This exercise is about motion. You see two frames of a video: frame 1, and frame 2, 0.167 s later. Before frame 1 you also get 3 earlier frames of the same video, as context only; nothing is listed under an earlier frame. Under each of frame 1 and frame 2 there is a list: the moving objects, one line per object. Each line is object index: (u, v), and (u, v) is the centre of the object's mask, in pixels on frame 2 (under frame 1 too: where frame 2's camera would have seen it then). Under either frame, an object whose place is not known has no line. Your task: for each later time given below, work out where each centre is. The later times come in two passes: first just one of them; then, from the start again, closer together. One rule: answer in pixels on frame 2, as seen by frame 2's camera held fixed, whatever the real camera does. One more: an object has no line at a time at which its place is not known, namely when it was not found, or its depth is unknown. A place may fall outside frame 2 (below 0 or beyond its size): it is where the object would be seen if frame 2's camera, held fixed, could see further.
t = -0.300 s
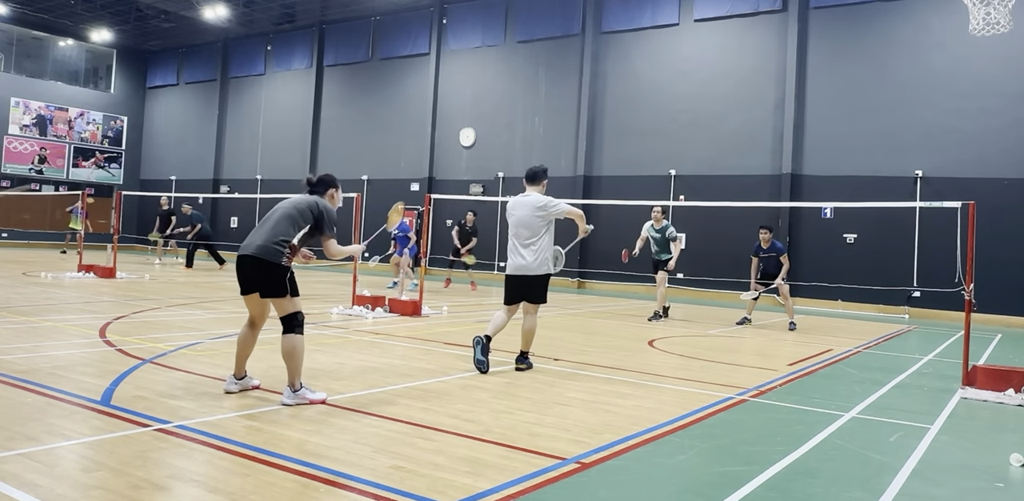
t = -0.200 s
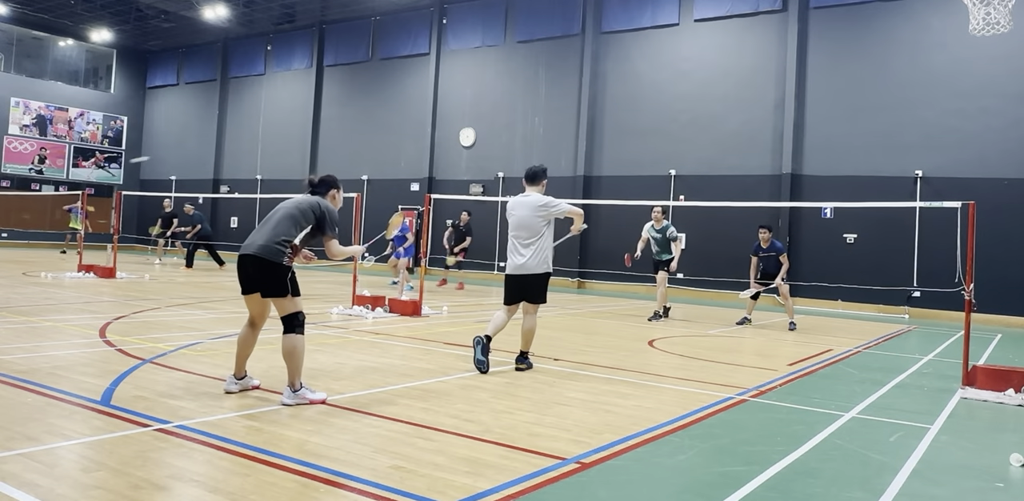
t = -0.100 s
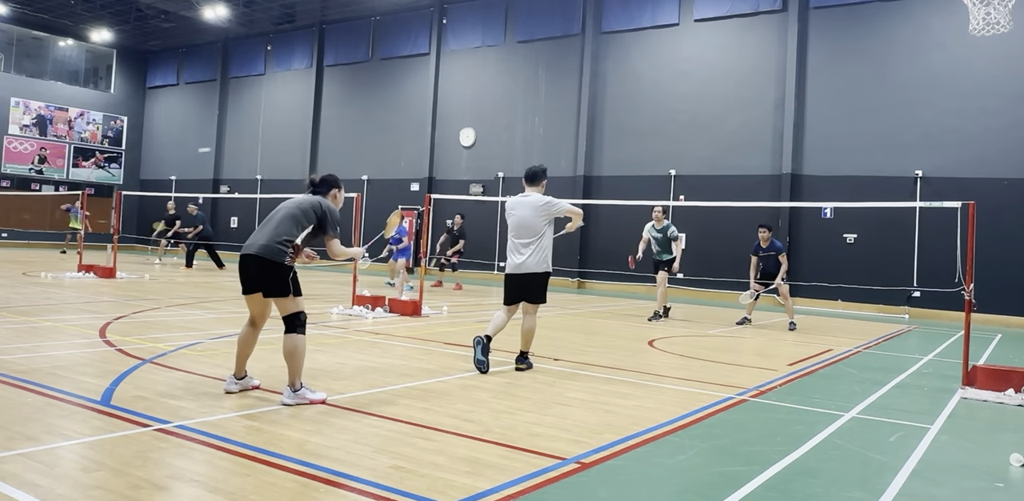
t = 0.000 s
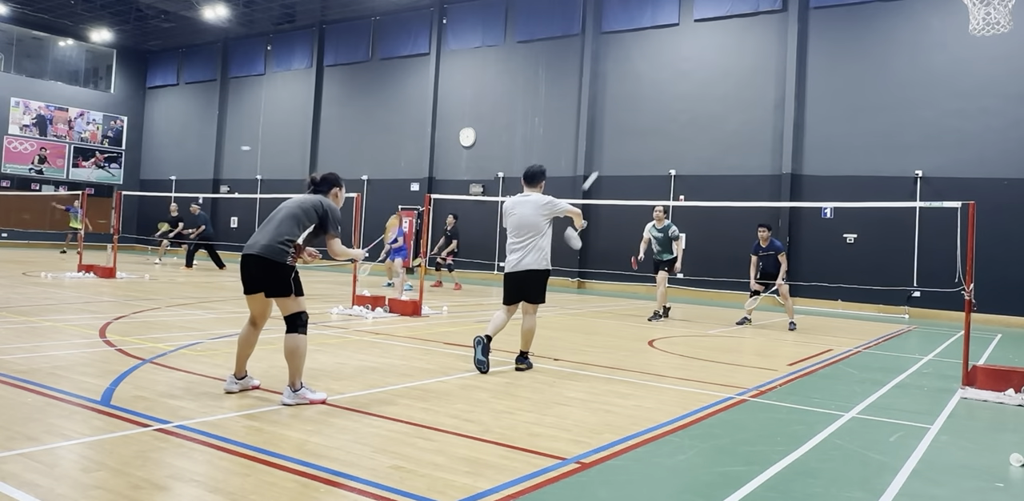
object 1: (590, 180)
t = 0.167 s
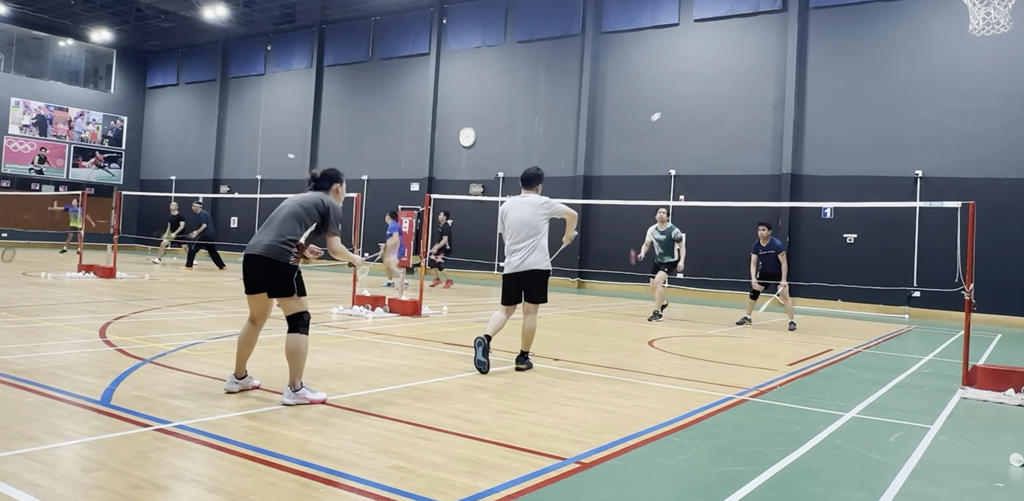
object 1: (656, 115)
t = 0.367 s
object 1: (696, 99)
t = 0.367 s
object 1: (696, 99)
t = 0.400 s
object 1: (700, 100)
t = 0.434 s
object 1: (705, 101)
